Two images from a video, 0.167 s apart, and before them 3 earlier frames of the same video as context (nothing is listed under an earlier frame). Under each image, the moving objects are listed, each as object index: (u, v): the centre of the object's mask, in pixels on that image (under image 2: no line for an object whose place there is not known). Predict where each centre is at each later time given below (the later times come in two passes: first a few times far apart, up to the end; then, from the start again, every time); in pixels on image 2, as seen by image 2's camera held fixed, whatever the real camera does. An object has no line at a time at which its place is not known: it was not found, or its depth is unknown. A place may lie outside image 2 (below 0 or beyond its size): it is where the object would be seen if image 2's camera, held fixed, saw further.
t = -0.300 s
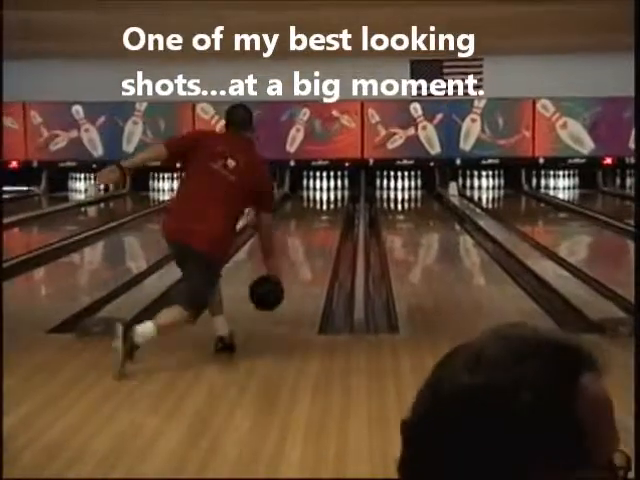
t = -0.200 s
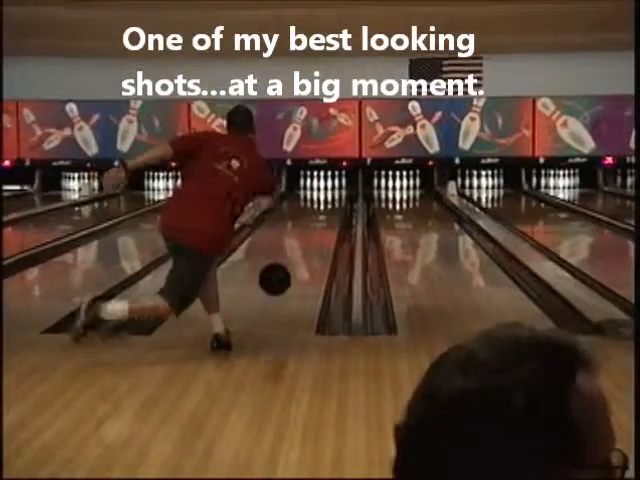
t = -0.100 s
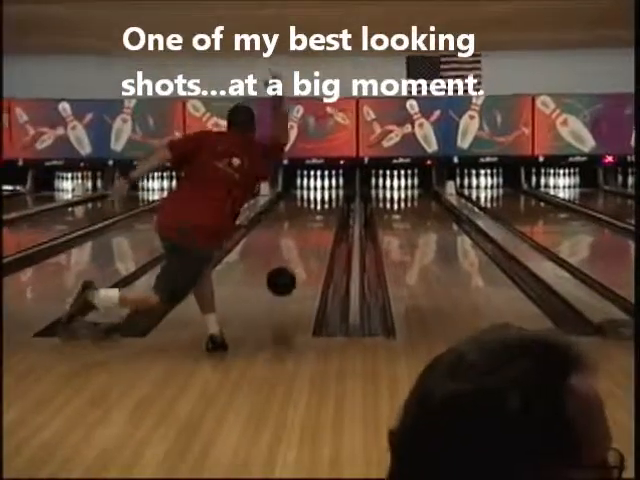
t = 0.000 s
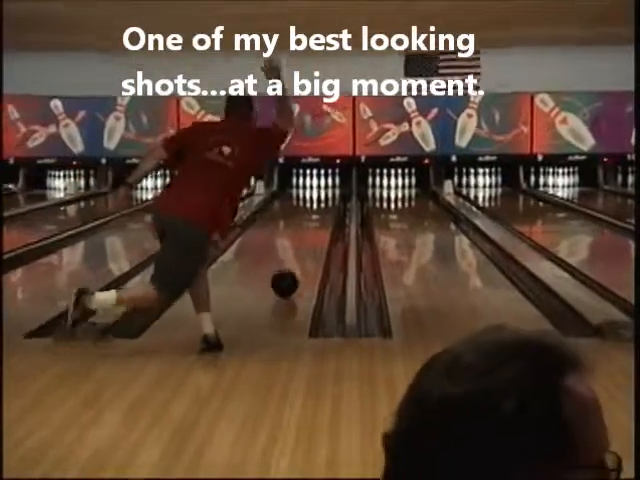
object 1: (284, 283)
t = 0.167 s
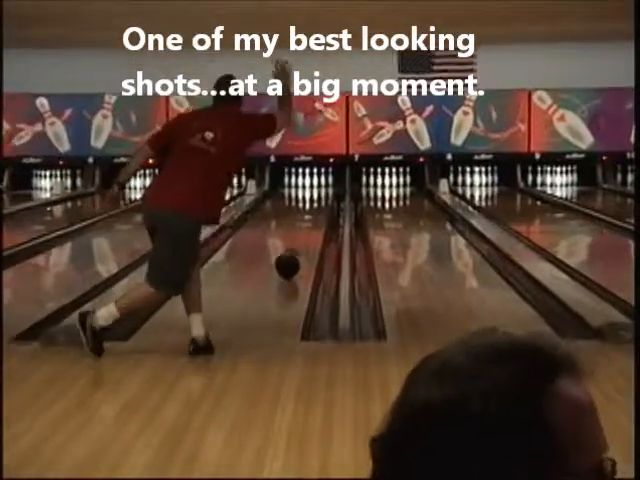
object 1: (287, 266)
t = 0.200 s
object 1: (288, 262)
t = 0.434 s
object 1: (295, 246)
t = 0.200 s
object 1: (288, 262)
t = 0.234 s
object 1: (289, 260)
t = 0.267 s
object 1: (291, 257)
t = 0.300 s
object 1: (292, 254)
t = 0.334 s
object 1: (293, 252)
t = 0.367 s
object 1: (294, 250)
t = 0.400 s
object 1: (295, 248)
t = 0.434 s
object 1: (295, 246)
